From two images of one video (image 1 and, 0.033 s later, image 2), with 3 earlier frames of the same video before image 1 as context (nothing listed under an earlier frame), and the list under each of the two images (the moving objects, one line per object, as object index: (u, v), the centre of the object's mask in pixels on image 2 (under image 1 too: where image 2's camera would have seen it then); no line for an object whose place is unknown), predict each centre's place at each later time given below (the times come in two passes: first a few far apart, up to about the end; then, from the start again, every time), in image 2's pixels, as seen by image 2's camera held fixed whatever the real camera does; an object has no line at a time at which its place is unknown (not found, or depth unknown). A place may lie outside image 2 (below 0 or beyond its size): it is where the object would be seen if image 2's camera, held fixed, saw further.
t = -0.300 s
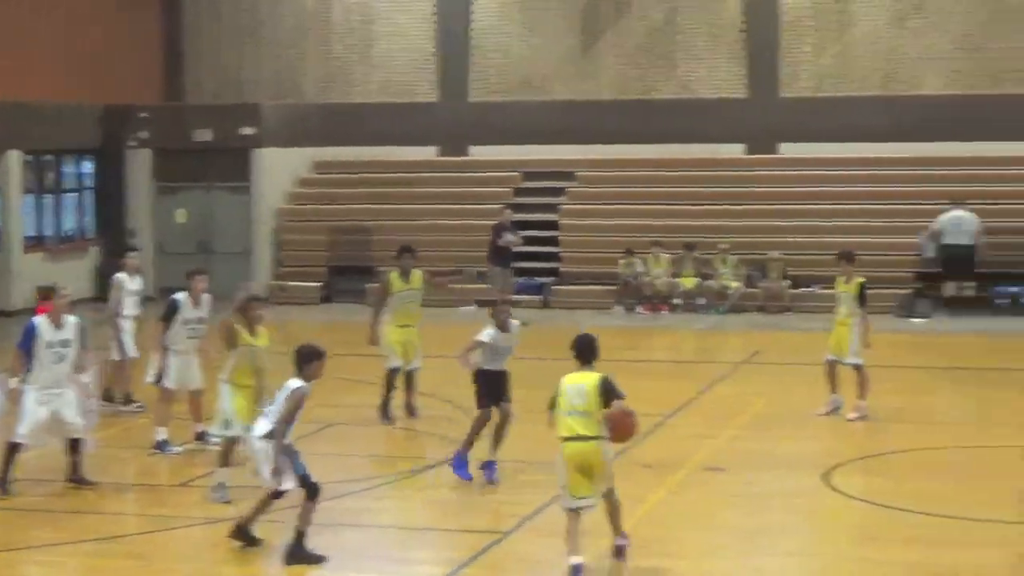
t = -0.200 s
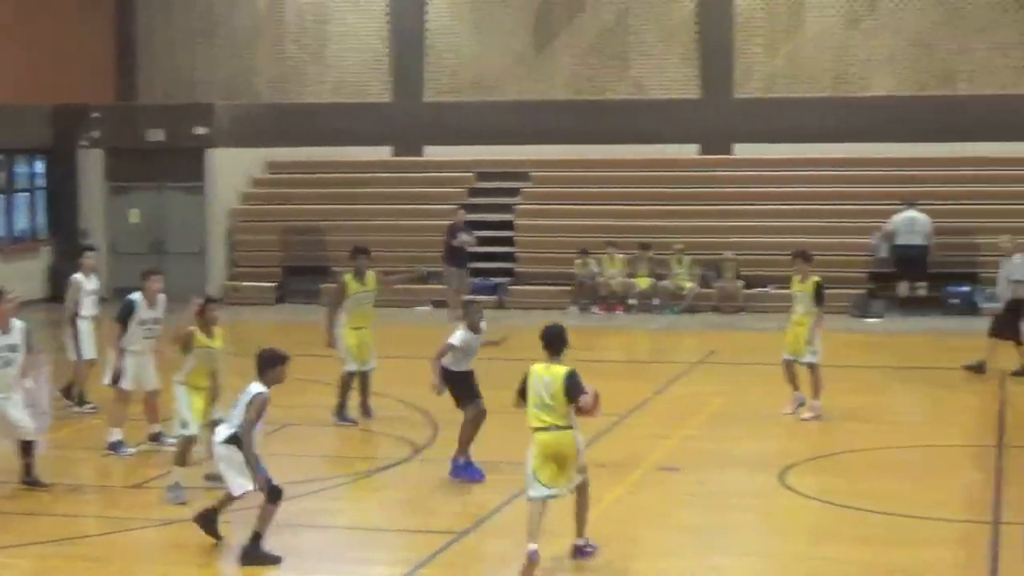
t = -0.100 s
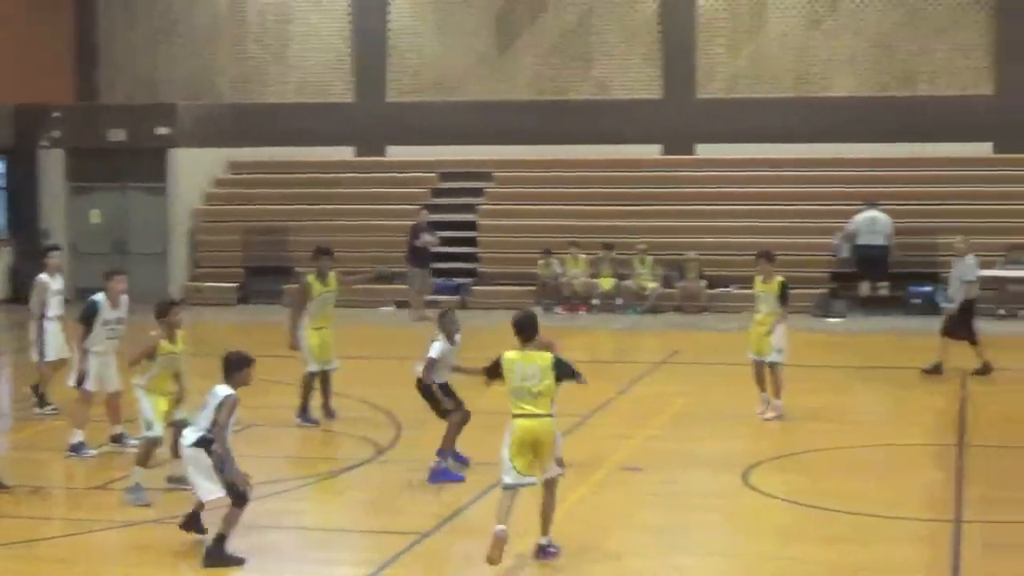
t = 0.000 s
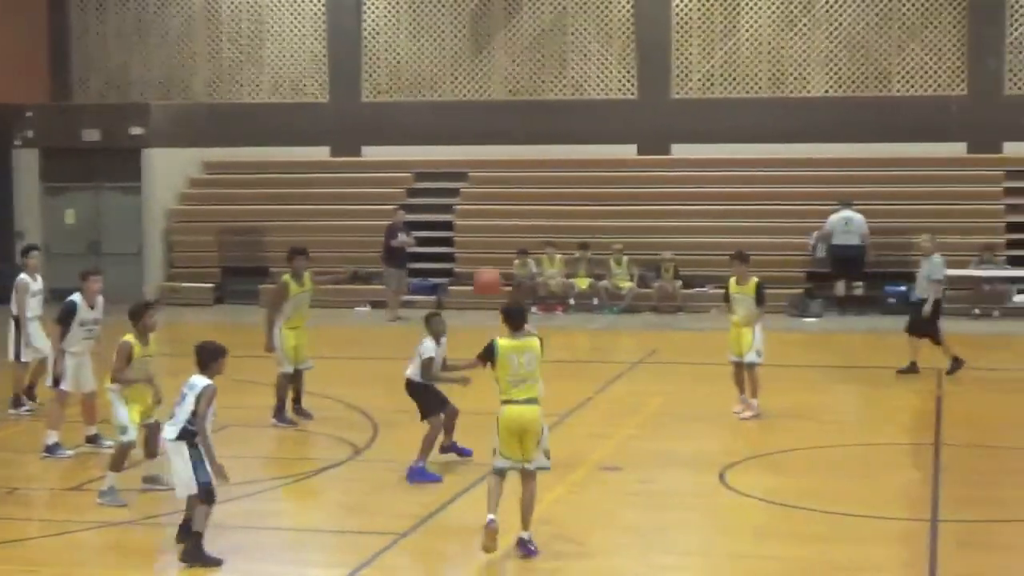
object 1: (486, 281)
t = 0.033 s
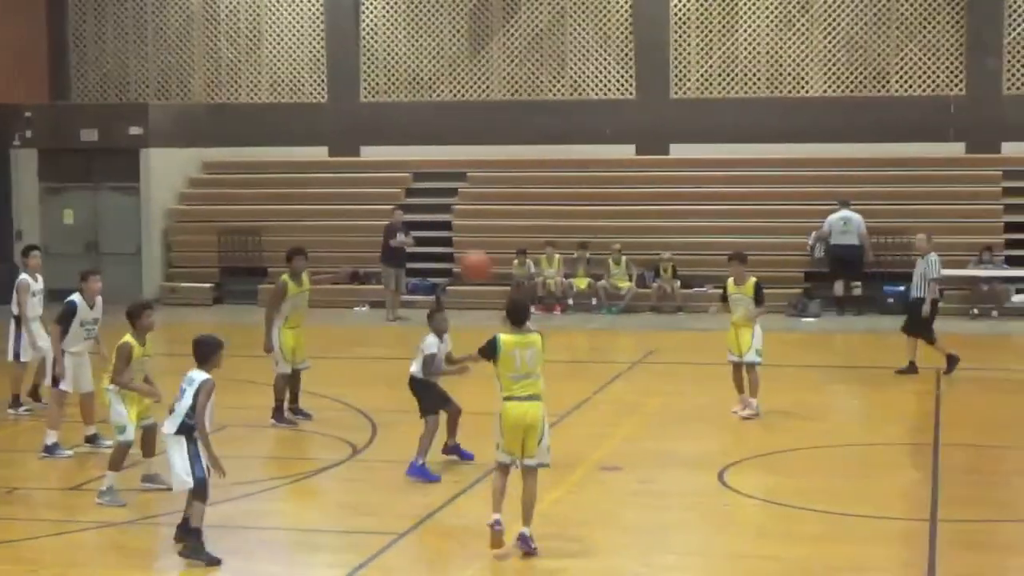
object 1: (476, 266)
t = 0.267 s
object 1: (405, 192)
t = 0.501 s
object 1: (350, 191)
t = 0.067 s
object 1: (463, 251)
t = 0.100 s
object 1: (453, 233)
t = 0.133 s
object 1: (443, 223)
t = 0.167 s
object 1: (433, 215)
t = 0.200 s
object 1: (425, 205)
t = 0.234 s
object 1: (413, 198)
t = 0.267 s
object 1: (405, 192)
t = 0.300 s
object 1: (396, 189)
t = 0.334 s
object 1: (389, 189)
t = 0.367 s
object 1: (380, 185)
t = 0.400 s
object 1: (372, 186)
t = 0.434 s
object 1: (364, 186)
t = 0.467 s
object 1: (357, 188)
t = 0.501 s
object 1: (350, 191)
